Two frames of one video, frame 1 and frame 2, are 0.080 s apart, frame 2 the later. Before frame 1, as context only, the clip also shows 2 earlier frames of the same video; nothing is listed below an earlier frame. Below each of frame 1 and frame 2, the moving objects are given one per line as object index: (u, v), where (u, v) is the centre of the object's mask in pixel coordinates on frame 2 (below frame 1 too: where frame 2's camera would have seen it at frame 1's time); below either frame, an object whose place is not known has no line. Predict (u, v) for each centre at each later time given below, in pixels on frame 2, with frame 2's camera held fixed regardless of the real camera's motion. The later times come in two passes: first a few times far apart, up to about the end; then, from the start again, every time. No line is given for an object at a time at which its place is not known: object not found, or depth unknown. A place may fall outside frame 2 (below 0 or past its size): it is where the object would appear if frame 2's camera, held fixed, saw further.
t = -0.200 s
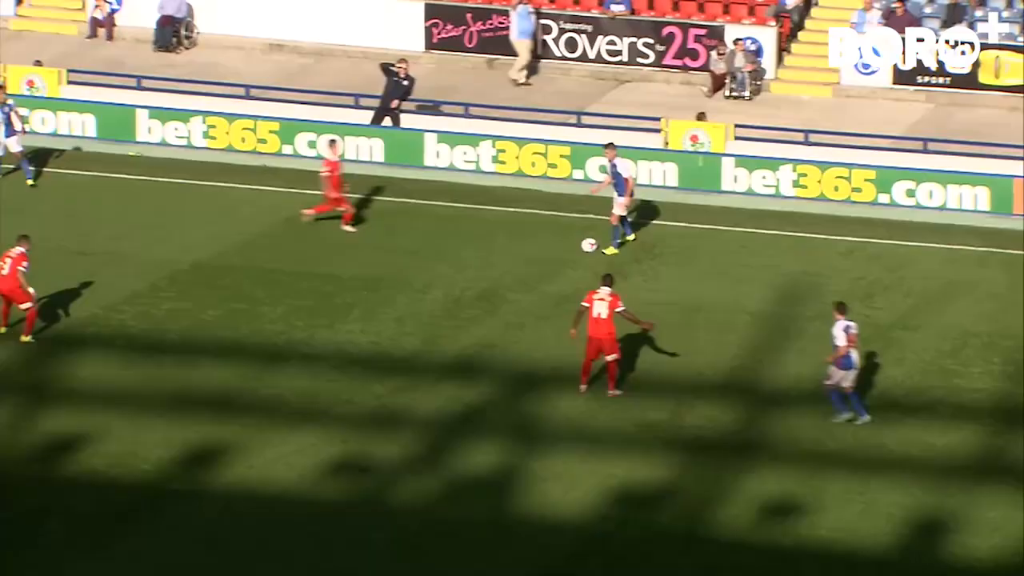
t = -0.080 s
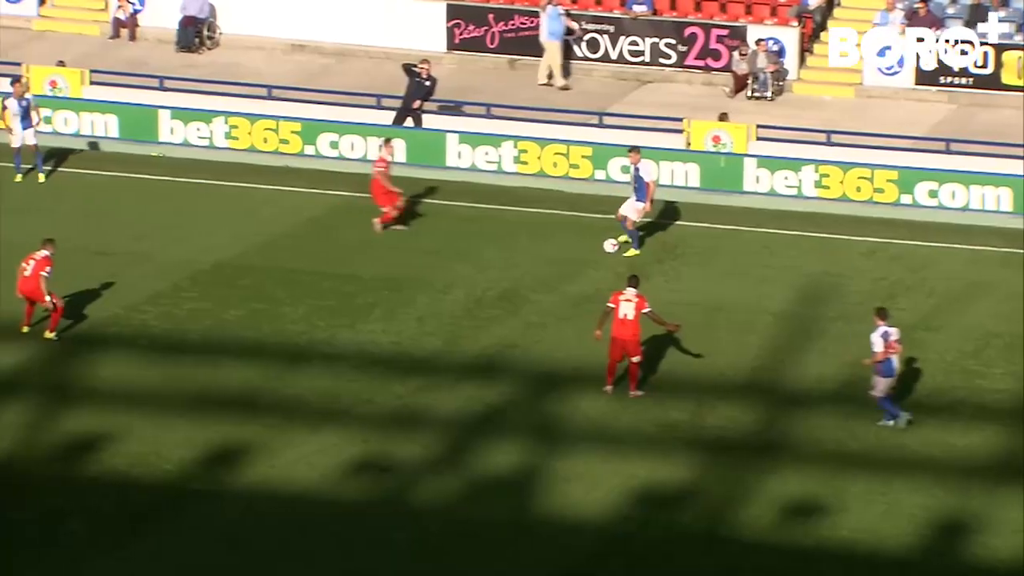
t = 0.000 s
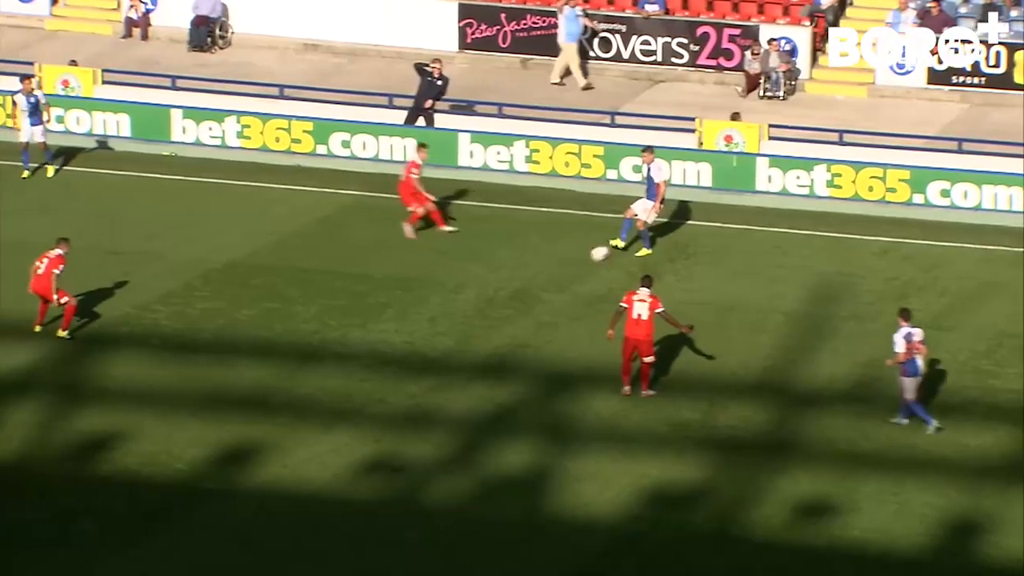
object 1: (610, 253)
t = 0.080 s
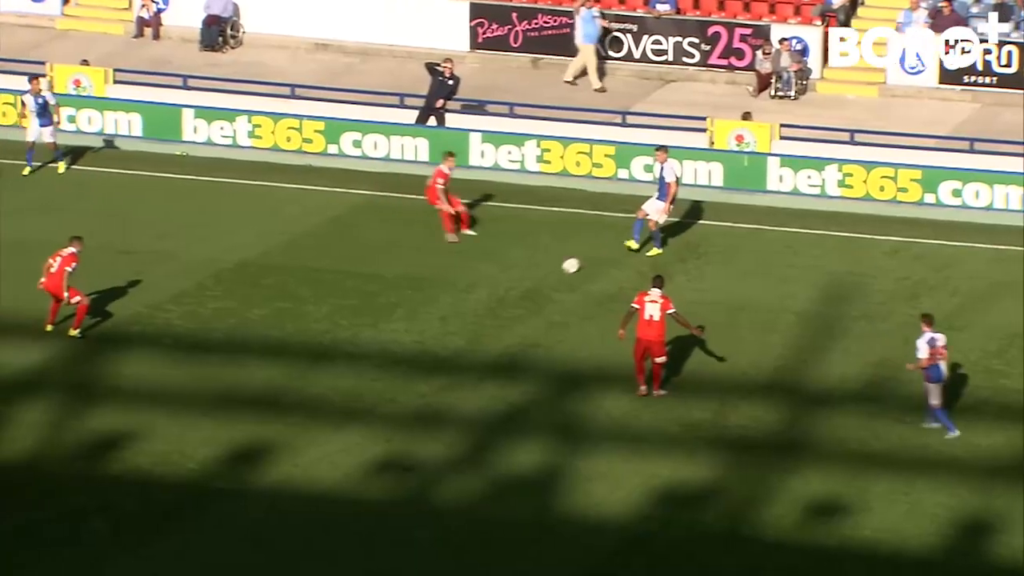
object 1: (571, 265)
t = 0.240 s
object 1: (493, 293)
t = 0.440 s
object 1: (404, 326)
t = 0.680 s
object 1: (307, 363)
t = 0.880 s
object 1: (233, 390)
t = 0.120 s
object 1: (551, 272)
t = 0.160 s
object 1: (531, 280)
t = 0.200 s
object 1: (512, 287)
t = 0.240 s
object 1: (493, 293)
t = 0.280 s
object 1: (475, 300)
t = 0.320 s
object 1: (457, 307)
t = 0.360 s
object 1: (439, 314)
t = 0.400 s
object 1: (421, 321)
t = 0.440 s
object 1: (404, 326)
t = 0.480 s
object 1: (387, 332)
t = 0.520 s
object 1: (370, 340)
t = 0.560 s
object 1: (354, 346)
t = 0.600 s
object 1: (338, 351)
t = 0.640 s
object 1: (322, 357)
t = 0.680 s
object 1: (307, 363)
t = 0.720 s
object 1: (292, 369)
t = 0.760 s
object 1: (277, 374)
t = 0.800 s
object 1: (262, 379)
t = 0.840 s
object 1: (247, 385)
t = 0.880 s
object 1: (233, 390)
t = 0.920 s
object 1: (220, 394)
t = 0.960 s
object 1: (207, 399)
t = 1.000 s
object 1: (193, 405)
